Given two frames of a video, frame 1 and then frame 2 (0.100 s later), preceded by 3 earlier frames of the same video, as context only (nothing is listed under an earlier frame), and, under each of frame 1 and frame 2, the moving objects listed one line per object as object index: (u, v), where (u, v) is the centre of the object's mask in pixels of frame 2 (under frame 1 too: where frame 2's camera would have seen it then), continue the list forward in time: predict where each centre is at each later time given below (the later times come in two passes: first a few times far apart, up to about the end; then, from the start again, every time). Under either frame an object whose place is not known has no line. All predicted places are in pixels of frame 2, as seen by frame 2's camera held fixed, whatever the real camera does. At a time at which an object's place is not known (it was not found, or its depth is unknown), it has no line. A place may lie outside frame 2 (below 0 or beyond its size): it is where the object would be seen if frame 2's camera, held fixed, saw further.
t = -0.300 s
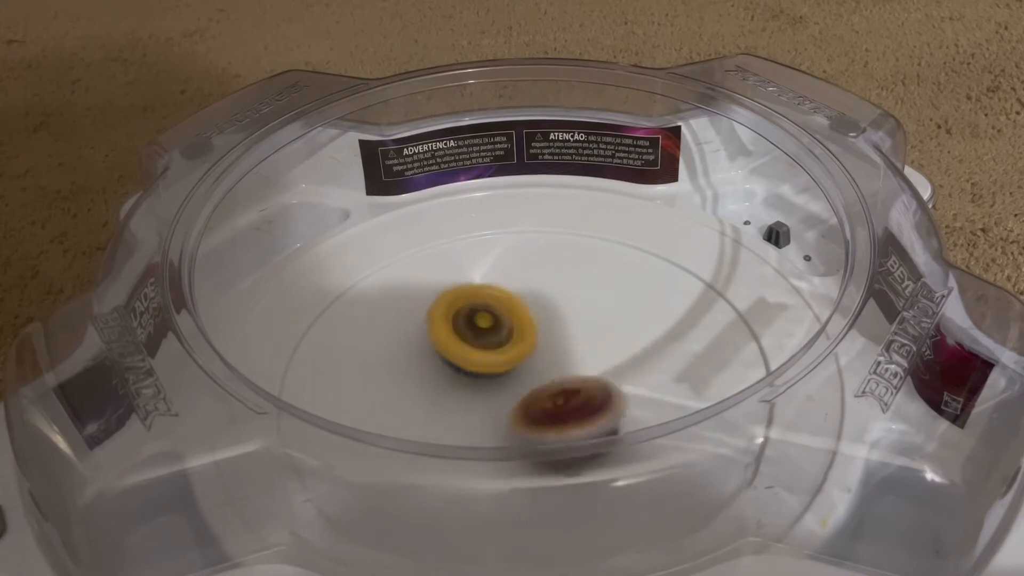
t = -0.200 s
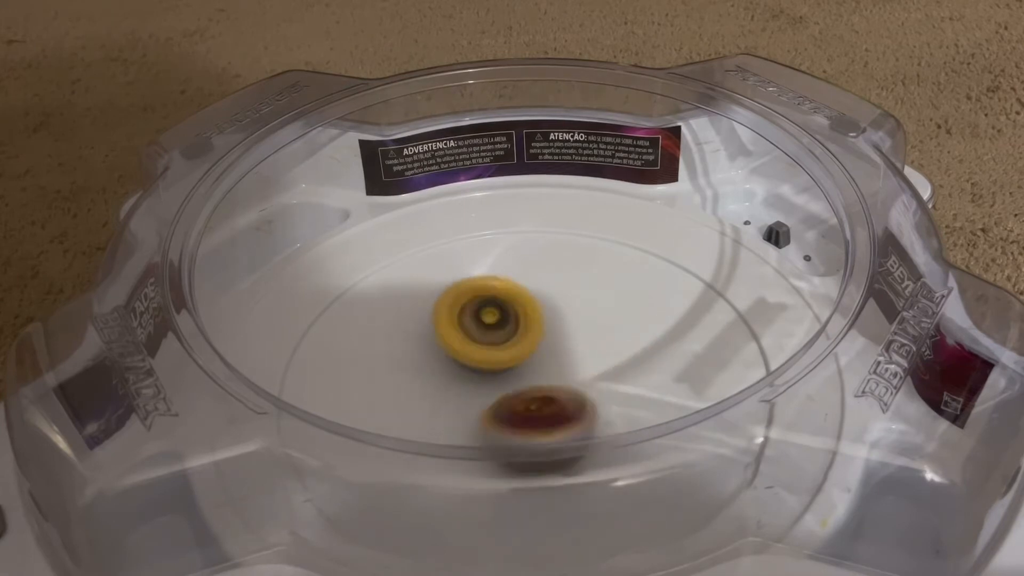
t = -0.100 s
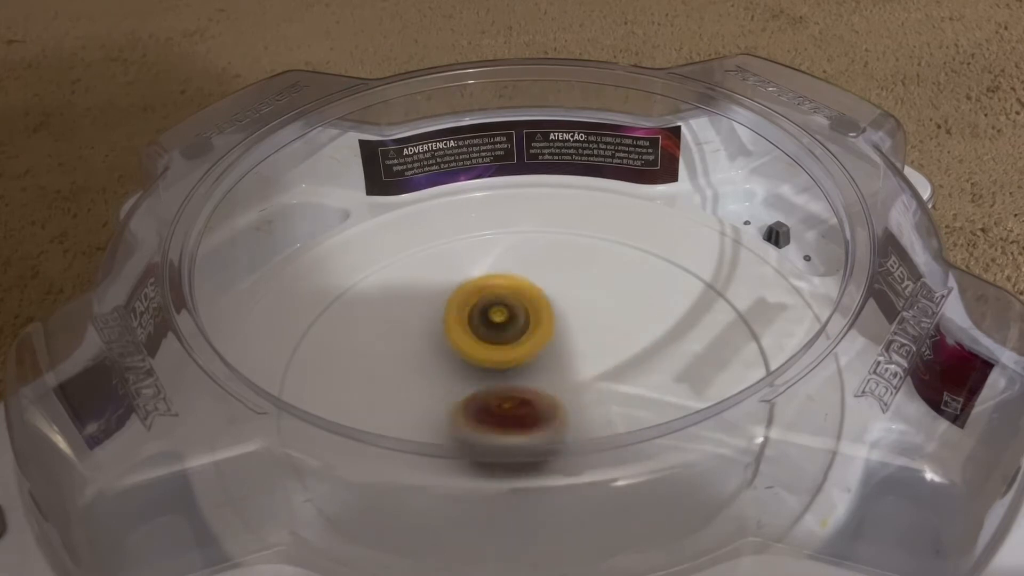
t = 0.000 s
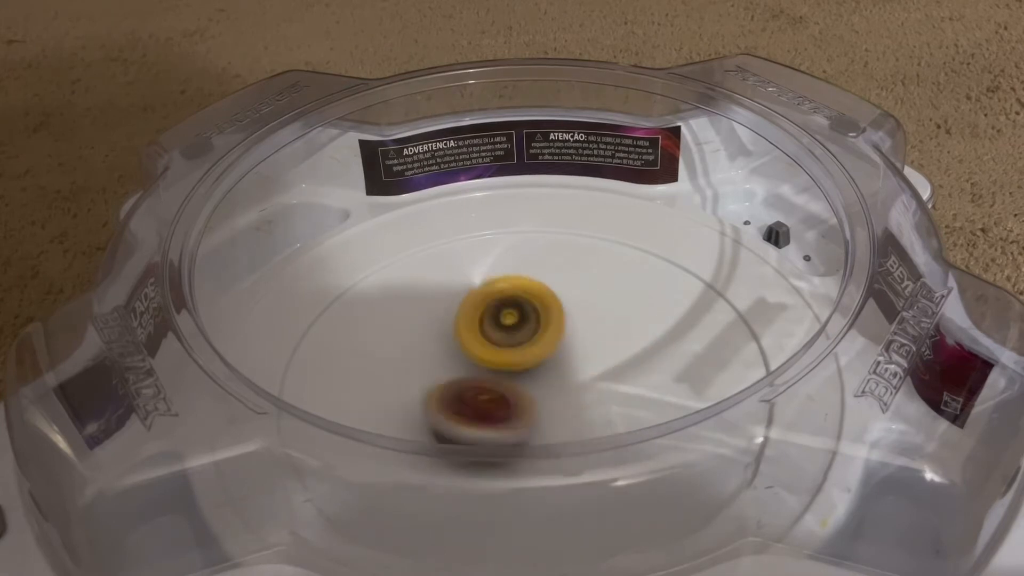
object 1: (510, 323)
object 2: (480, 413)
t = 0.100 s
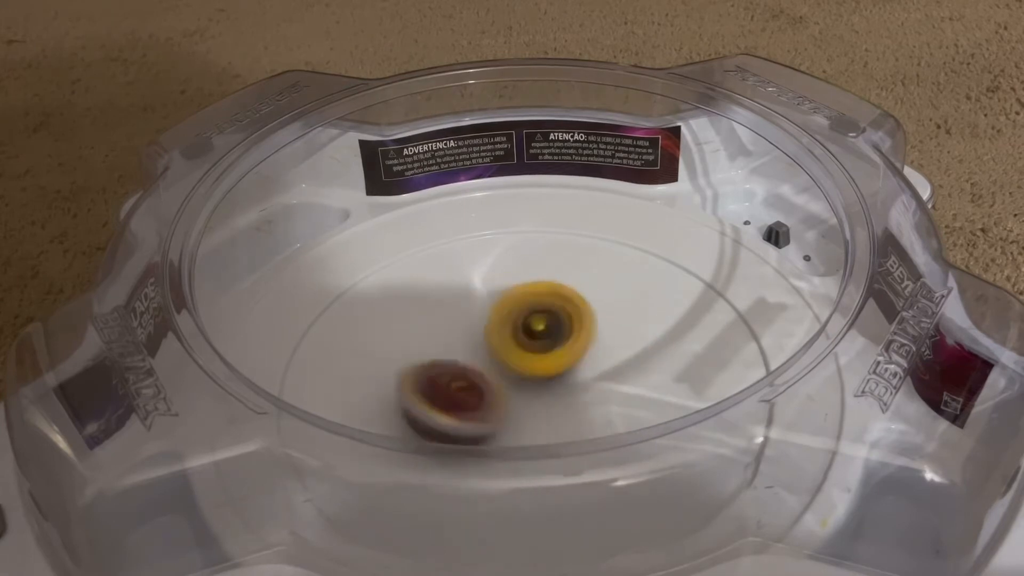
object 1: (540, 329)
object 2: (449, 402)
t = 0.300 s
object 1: (626, 335)
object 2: (431, 351)
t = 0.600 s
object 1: (611, 357)
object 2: (485, 301)
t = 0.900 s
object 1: (472, 404)
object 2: (576, 314)
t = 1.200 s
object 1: (430, 384)
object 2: (620, 372)
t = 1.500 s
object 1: (503, 315)
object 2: (553, 420)
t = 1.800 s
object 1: (581, 298)
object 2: (448, 404)
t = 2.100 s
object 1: (597, 361)
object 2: (442, 340)
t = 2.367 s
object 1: (538, 414)
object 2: (510, 306)
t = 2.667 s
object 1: (452, 394)
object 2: (595, 326)
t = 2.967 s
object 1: (464, 319)
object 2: (605, 391)
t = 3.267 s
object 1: (549, 298)
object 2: (511, 429)
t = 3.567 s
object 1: (611, 352)
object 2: (437, 381)
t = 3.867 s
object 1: (546, 411)
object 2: (471, 323)
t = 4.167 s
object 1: (448, 388)
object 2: (561, 313)
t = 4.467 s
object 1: (470, 317)
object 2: (612, 363)
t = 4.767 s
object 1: (565, 304)
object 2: (554, 415)
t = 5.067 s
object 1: (602, 368)
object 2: (456, 398)
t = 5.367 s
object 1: (513, 411)
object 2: (454, 336)
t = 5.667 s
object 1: (446, 363)
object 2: (535, 310)
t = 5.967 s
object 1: (503, 304)
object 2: (603, 351)
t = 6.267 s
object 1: (584, 319)
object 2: (567, 411)
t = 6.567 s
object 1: (574, 370)
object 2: (469, 401)
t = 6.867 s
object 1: (549, 378)
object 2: (454, 328)
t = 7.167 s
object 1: (547, 361)
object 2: (537, 293)
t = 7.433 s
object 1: (516, 400)
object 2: (614, 294)
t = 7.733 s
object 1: (502, 375)
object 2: (592, 352)
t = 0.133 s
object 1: (561, 330)
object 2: (443, 396)
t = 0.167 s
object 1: (578, 329)
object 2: (436, 387)
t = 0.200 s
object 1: (595, 331)
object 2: (433, 378)
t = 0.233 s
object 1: (608, 331)
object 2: (431, 370)
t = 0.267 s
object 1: (619, 333)
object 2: (430, 360)
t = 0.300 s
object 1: (626, 335)
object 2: (431, 351)
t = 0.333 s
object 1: (632, 338)
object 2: (434, 343)
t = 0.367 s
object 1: (633, 340)
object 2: (438, 336)
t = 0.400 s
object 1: (633, 343)
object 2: (442, 329)
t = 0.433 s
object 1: (632, 344)
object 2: (446, 322)
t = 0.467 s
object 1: (631, 345)
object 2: (454, 316)
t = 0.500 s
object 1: (628, 346)
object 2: (462, 312)
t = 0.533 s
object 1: (625, 348)
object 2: (467, 308)
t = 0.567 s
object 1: (618, 353)
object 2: (476, 305)
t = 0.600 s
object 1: (611, 357)
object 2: (485, 301)
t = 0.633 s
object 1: (600, 367)
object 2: (494, 300)
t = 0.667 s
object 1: (587, 374)
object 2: (505, 300)
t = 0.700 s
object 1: (572, 381)
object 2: (513, 299)
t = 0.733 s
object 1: (555, 388)
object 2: (524, 300)
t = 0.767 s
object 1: (539, 394)
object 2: (536, 301)
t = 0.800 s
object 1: (521, 398)
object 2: (544, 304)
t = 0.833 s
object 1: (505, 401)
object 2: (555, 307)
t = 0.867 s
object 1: (487, 404)
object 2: (565, 309)
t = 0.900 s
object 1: (472, 404)
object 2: (576, 314)
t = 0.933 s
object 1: (457, 405)
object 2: (586, 319)
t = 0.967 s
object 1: (445, 404)
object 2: (593, 325)
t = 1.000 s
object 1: (436, 403)
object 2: (601, 331)
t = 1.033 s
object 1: (429, 400)
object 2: (608, 336)
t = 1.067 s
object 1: (428, 398)
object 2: (613, 344)
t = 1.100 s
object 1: (425, 395)
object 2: (617, 351)
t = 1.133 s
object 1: (425, 392)
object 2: (618, 359)
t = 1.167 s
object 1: (429, 388)
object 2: (620, 365)
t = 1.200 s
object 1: (430, 384)
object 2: (620, 372)
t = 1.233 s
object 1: (434, 379)
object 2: (618, 382)
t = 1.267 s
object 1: (440, 373)
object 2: (615, 389)
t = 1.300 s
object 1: (445, 365)
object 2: (609, 395)
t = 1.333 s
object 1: (453, 358)
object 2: (603, 400)
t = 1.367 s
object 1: (462, 351)
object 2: (596, 405)
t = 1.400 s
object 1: (471, 341)
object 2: (587, 409)
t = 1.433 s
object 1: (482, 332)
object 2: (577, 414)
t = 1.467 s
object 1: (493, 324)
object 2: (564, 418)
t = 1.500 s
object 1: (503, 315)
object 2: (553, 420)
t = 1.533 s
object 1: (515, 309)
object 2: (541, 431)
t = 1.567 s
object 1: (525, 303)
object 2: (528, 433)
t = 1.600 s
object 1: (535, 298)
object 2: (515, 433)
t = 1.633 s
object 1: (545, 295)
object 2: (500, 431)
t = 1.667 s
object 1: (554, 293)
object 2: (488, 427)
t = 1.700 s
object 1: (563, 291)
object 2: (479, 419)
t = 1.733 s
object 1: (570, 293)
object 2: (468, 416)
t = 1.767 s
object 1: (575, 295)
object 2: (459, 411)
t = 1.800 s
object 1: (581, 298)
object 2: (448, 404)
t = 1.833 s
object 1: (585, 302)
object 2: (441, 400)
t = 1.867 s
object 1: (588, 306)
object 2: (435, 393)
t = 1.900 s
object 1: (592, 311)
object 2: (432, 386)
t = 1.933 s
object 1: (594, 318)
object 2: (431, 379)
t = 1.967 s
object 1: (597, 326)
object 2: (431, 369)
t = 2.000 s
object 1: (599, 334)
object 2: (431, 363)
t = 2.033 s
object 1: (600, 343)
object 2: (432, 354)
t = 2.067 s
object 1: (598, 353)
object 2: (436, 348)
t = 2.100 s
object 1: (597, 361)
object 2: (442, 340)
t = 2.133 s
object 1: (594, 371)
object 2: (448, 335)
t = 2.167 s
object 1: (590, 380)
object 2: (456, 329)
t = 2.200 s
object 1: (582, 389)
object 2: (462, 324)
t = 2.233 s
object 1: (576, 397)
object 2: (470, 320)
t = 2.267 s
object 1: (569, 403)
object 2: (478, 314)
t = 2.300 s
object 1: (557, 408)
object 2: (489, 311)
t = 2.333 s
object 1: (547, 412)
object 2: (500, 307)
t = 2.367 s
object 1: (538, 414)
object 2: (510, 306)
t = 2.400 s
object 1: (526, 416)
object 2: (521, 305)
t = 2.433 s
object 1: (514, 417)
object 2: (530, 305)
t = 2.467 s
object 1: (503, 417)
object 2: (541, 306)
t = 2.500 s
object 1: (494, 415)
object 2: (550, 306)
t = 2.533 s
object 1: (485, 413)
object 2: (561, 309)
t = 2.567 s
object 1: (473, 410)
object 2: (572, 312)
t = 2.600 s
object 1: (465, 406)
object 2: (581, 317)
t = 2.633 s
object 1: (458, 400)
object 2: (590, 321)
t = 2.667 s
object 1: (452, 394)
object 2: (595, 326)
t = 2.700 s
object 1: (447, 386)
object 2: (602, 331)
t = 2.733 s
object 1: (443, 376)
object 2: (607, 336)
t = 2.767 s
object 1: (443, 368)
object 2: (612, 344)
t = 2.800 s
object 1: (444, 359)
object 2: (615, 350)
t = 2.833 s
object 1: (445, 350)
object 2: (615, 359)
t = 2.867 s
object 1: (447, 342)
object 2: (616, 366)
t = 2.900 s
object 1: (451, 333)
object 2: (613, 374)
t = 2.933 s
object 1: (457, 325)
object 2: (609, 382)
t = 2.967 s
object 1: (464, 319)
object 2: (605, 391)
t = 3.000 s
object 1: (472, 314)
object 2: (599, 397)
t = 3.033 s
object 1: (480, 308)
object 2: (591, 402)
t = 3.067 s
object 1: (488, 302)
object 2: (583, 407)
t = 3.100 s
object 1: (497, 299)
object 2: (574, 411)
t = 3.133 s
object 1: (508, 297)
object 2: (562, 414)
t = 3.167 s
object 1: (519, 296)
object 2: (550, 417)
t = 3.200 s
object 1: (530, 297)
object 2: (536, 419)
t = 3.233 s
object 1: (539, 296)
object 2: (523, 428)
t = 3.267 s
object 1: (549, 298)
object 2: (511, 429)
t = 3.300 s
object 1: (559, 301)
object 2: (500, 420)
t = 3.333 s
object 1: (569, 306)
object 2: (487, 418)
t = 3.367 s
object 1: (579, 310)
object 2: (477, 416)
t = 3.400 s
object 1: (588, 316)
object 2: (468, 412)
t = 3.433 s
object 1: (594, 322)
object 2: (458, 408)
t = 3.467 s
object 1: (600, 329)
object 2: (451, 405)
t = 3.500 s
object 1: (605, 336)
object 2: (443, 399)
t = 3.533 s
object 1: (609, 344)
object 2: (441, 390)
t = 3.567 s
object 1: (611, 352)
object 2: (437, 381)
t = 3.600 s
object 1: (610, 361)
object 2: (436, 375)
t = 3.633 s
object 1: (606, 369)
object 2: (435, 367)
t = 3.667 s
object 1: (602, 377)
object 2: (437, 360)
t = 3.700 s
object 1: (597, 384)
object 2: (441, 352)
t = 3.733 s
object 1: (590, 391)
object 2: (445, 345)
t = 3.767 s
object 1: (581, 398)
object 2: (452, 338)
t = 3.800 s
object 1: (571, 403)
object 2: (457, 333)
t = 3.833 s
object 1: (560, 407)
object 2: (465, 328)
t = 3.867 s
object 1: (546, 411)
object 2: (471, 323)
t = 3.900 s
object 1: (532, 413)
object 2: (481, 319)
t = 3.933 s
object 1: (518, 413)
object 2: (489, 315)
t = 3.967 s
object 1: (505, 413)
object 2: (501, 312)
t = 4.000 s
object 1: (493, 411)
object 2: (510, 309)
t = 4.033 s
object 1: (482, 408)
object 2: (521, 309)
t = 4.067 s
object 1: (471, 405)
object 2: (531, 307)
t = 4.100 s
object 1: (462, 402)
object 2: (542, 309)
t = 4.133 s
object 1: (455, 395)
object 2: (551, 309)
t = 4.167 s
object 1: (448, 388)
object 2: (561, 313)
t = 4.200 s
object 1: (445, 380)
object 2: (572, 315)
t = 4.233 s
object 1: (441, 371)
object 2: (580, 321)
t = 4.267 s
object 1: (440, 363)
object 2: (588, 324)
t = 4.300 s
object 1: (441, 354)
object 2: (595, 330)
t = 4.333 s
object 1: (444, 346)
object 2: (602, 335)
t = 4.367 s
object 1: (449, 337)
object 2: (605, 342)
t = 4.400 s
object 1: (454, 329)
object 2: (609, 348)
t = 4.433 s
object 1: (461, 323)
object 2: (610, 356)
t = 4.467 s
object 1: (470, 317)
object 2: (612, 363)
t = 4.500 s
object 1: (479, 311)
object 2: (610, 371)
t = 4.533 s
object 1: (488, 306)
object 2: (608, 379)
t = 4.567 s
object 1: (499, 303)
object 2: (604, 387)
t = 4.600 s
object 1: (510, 300)
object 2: (599, 394)
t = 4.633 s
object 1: (522, 298)
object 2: (592, 400)
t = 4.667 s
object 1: (532, 298)
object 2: (584, 405)
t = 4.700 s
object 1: (543, 300)
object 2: (575, 409)
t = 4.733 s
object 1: (554, 302)
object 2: (565, 412)
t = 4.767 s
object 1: (565, 304)
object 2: (554, 415)
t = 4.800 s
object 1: (574, 310)
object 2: (541, 417)
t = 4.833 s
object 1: (582, 315)
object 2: (530, 419)
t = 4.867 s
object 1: (590, 320)
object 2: (516, 420)
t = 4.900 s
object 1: (596, 327)
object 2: (505, 419)
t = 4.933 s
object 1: (600, 334)
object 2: (491, 416)
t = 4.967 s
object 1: (604, 342)
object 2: (482, 413)
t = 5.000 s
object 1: (606, 350)
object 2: (470, 409)
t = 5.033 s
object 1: (605, 359)
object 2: (464, 405)
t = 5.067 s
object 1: (602, 368)
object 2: (456, 398)
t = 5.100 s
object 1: (598, 376)
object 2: (450, 393)
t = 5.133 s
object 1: (592, 383)
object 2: (444, 386)
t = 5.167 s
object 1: (584, 391)
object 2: (443, 379)
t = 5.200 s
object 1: (575, 399)
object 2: (440, 371)
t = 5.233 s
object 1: (564, 404)
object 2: (441, 364)
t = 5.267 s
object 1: (553, 408)
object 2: (441, 356)
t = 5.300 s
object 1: (539, 410)
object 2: (445, 349)
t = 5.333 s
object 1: (526, 411)
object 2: (448, 342)
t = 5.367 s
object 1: (513, 411)
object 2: (454, 336)
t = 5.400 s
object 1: (501, 411)
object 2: (460, 330)
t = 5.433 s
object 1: (488, 409)
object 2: (468, 326)
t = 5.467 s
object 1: (478, 405)
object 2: (476, 320)
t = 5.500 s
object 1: (468, 402)
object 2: (486, 317)
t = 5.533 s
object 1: (462, 396)
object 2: (494, 313)
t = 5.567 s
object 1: (455, 390)
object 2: (505, 312)
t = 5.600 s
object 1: (450, 381)
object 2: (515, 310)
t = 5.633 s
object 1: (449, 373)
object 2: (526, 310)
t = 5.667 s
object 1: (446, 363)
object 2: (535, 310)
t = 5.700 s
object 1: (448, 356)
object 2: (545, 312)
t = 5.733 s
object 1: (450, 346)
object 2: (554, 314)
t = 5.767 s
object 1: (454, 339)
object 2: (564, 318)
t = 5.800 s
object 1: (459, 331)
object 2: (574, 322)
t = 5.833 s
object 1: (467, 324)
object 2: (582, 327)
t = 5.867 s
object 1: (474, 317)
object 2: (588, 331)
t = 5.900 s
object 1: (483, 312)
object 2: (595, 338)
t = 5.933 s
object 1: (492, 308)
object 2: (600, 343)
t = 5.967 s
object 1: (503, 304)
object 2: (603, 351)
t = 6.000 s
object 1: (513, 304)
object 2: (605, 358)
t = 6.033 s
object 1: (525, 303)
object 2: (605, 366)
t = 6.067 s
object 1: (535, 304)
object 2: (605, 373)
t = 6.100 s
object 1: (547, 305)
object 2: (603, 381)
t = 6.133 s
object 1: (558, 308)
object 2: (599, 389)
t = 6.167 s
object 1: (567, 310)
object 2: (594, 396)
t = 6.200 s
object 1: (576, 310)
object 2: (586, 402)
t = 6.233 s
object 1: (580, 314)
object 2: (577, 407)
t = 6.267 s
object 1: (584, 319)
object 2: (567, 411)
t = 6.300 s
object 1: (587, 324)
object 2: (557, 413)
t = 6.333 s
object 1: (587, 329)
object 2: (545, 416)
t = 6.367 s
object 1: (588, 336)
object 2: (534, 417)
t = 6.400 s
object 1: (586, 343)
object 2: (520, 418)
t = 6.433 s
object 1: (584, 352)
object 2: (511, 417)
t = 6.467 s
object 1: (582, 358)
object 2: (499, 415)
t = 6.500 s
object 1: (579, 362)
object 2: (490, 412)
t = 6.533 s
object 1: (575, 367)
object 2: (480, 408)
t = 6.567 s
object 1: (574, 370)
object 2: (469, 401)
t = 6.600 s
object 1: (569, 371)
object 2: (460, 393)
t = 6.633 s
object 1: (564, 373)
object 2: (458, 388)
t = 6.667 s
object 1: (559, 374)
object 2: (454, 382)
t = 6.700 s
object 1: (555, 373)
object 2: (449, 374)
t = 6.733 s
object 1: (559, 377)
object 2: (444, 360)
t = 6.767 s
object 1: (559, 378)
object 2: (439, 347)
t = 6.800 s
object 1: (556, 380)
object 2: (441, 339)
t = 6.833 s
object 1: (553, 379)
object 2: (446, 334)
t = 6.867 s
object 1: (549, 378)
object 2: (454, 328)
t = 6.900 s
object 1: (546, 377)
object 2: (461, 324)
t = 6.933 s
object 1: (549, 375)
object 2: (468, 317)
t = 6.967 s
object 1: (549, 371)
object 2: (474, 312)
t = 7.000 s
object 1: (547, 369)
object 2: (481, 309)
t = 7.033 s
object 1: (548, 368)
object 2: (494, 304)
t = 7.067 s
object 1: (547, 364)
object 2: (504, 299)
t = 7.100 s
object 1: (547, 360)
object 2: (512, 296)
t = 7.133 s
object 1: (548, 361)
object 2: (526, 293)
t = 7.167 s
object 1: (547, 361)
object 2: (537, 293)
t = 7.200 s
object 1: (548, 361)
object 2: (544, 291)
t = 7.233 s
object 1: (540, 366)
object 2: (564, 290)
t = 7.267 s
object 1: (531, 378)
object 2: (578, 293)
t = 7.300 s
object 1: (528, 383)
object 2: (588, 293)
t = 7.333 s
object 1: (527, 392)
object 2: (600, 290)
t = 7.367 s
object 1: (525, 396)
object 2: (609, 290)
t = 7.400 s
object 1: (523, 397)
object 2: (612, 292)
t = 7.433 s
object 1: (516, 400)
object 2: (614, 294)
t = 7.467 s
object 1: (514, 401)
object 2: (613, 296)
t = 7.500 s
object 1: (510, 401)
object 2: (610, 300)
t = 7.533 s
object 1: (504, 401)
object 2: (606, 305)
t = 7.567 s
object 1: (503, 399)
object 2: (604, 311)
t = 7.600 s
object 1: (502, 396)
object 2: (601, 316)
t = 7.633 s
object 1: (504, 393)
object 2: (597, 326)
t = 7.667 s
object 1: (502, 387)
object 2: (594, 334)
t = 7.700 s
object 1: (501, 381)
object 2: (592, 340)
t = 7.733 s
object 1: (502, 375)
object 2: (592, 352)
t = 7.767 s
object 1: (498, 369)
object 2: (592, 363)
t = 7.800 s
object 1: (494, 366)
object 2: (597, 373)
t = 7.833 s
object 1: (489, 362)
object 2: (605, 380)
